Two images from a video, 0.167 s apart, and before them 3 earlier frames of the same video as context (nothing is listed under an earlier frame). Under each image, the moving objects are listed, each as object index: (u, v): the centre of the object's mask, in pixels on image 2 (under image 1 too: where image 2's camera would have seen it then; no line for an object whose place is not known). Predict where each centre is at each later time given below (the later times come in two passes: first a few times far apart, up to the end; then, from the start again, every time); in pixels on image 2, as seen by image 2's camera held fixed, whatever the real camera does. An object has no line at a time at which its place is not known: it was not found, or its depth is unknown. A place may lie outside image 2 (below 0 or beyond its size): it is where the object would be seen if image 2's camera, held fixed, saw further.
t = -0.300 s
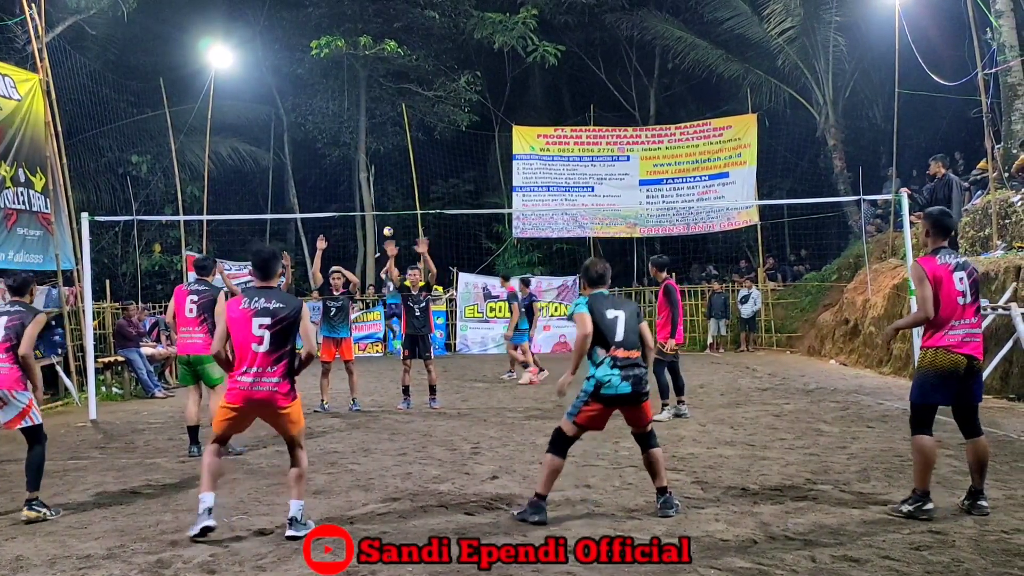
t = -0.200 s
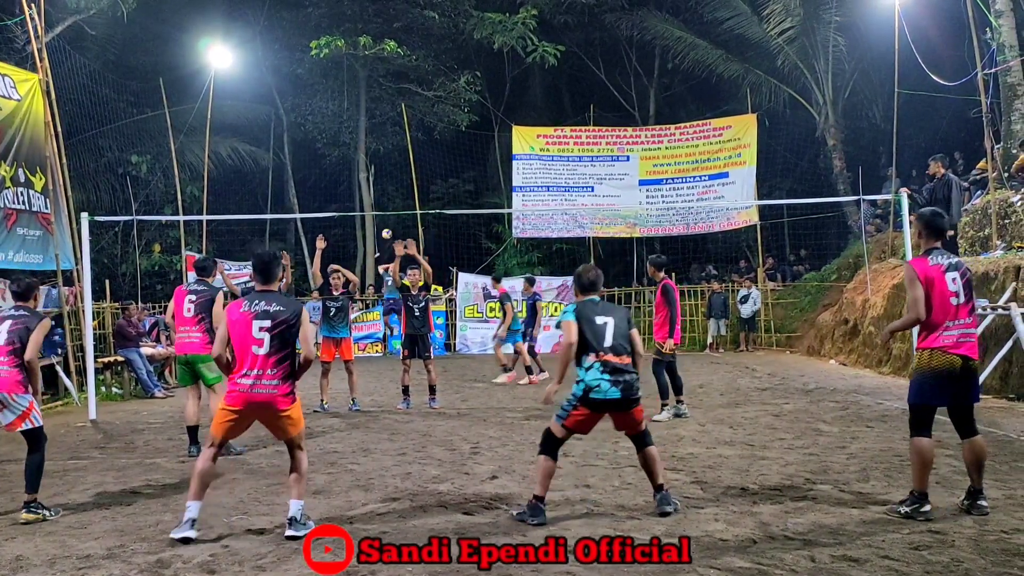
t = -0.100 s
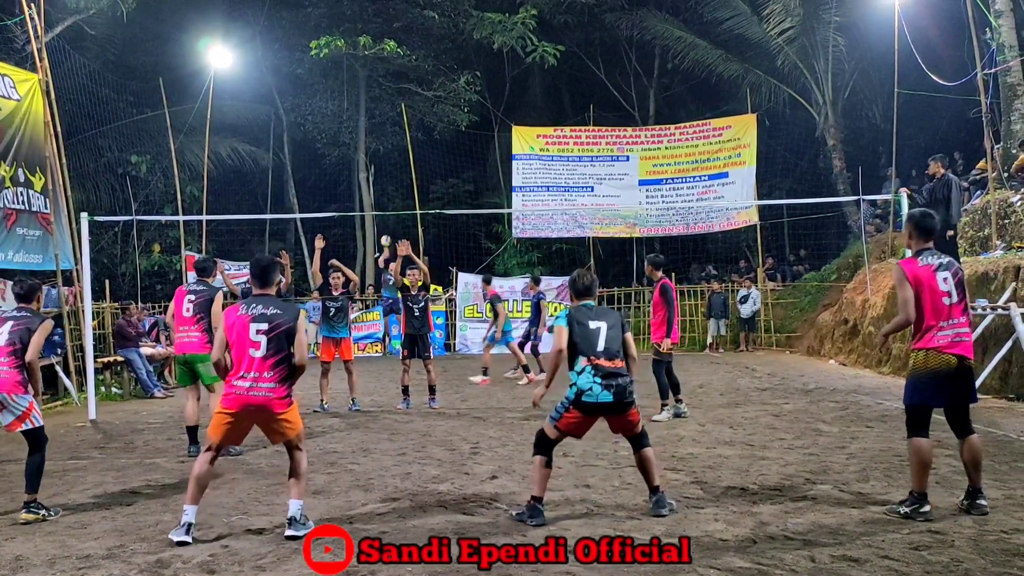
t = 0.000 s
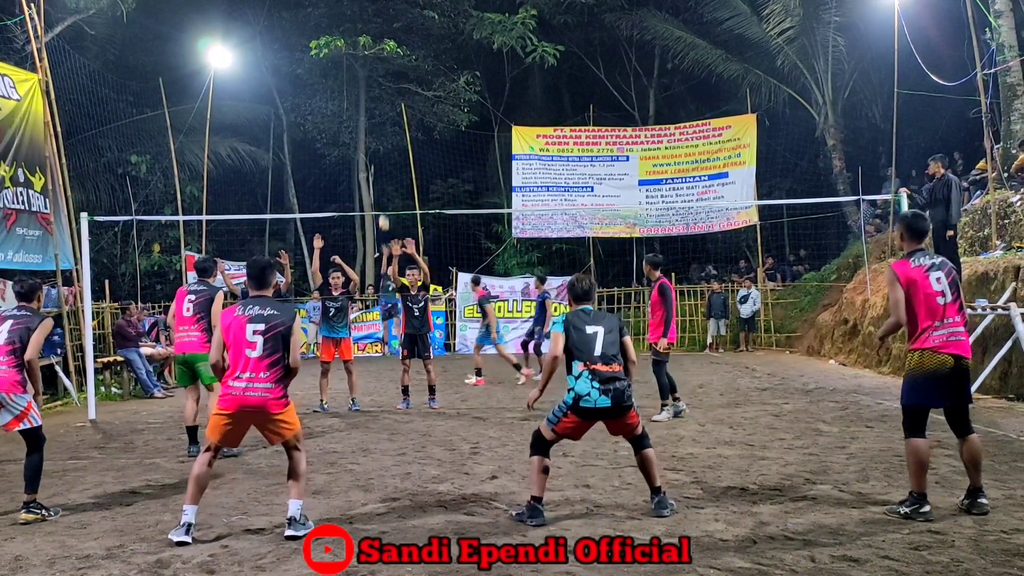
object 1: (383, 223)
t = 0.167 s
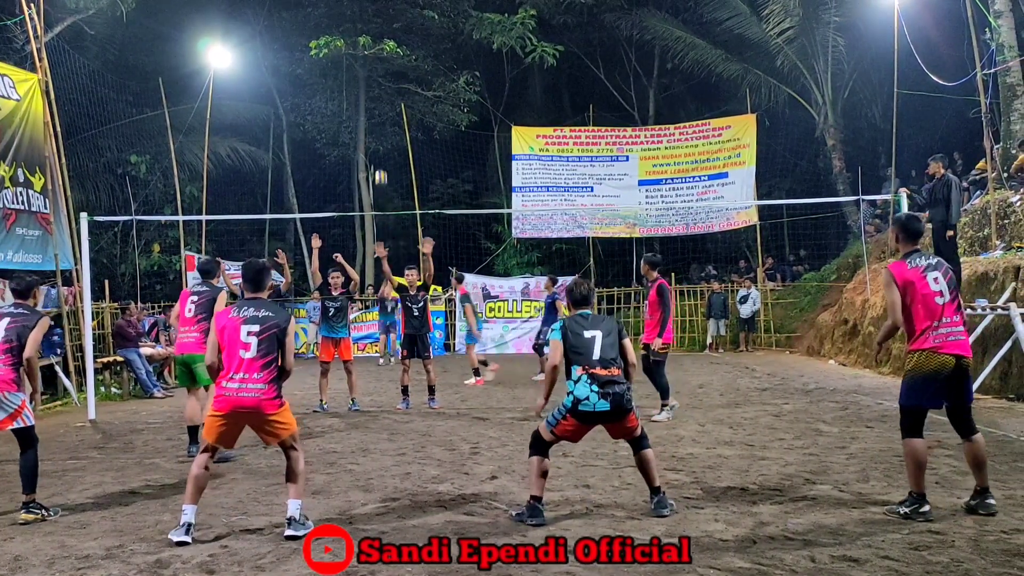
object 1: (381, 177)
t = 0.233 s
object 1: (380, 160)
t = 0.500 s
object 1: (380, 99)
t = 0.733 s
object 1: (376, 69)
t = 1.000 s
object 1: (365, 92)
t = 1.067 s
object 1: (362, 114)
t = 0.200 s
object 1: (380, 169)
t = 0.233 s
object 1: (380, 160)
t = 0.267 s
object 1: (380, 152)
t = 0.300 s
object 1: (380, 144)
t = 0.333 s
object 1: (381, 135)
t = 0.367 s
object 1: (381, 127)
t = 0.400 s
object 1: (381, 120)
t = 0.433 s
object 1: (381, 112)
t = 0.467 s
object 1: (380, 105)
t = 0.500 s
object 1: (380, 99)
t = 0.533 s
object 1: (379, 92)
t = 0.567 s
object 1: (379, 87)
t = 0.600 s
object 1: (378, 82)
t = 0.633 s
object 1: (377, 78)
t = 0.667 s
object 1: (377, 74)
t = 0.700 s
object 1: (376, 71)
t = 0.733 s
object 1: (376, 69)
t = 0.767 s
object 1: (375, 68)
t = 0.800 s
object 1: (374, 68)
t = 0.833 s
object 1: (374, 68)
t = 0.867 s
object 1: (372, 70)
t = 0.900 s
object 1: (371, 74)
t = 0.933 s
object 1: (369, 78)
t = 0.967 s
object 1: (367, 85)
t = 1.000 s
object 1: (365, 92)
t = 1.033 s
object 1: (363, 102)
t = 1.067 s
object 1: (362, 114)
